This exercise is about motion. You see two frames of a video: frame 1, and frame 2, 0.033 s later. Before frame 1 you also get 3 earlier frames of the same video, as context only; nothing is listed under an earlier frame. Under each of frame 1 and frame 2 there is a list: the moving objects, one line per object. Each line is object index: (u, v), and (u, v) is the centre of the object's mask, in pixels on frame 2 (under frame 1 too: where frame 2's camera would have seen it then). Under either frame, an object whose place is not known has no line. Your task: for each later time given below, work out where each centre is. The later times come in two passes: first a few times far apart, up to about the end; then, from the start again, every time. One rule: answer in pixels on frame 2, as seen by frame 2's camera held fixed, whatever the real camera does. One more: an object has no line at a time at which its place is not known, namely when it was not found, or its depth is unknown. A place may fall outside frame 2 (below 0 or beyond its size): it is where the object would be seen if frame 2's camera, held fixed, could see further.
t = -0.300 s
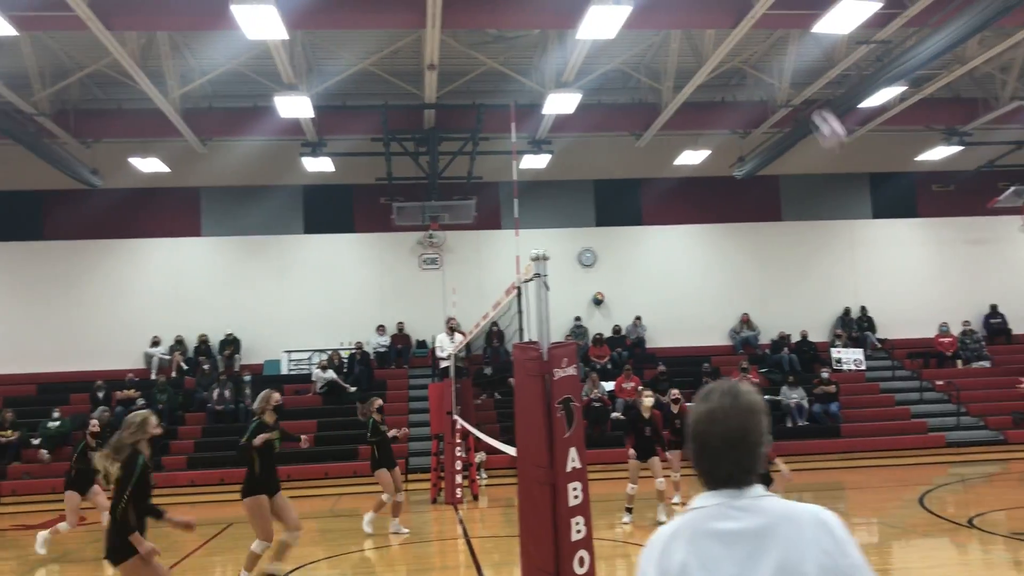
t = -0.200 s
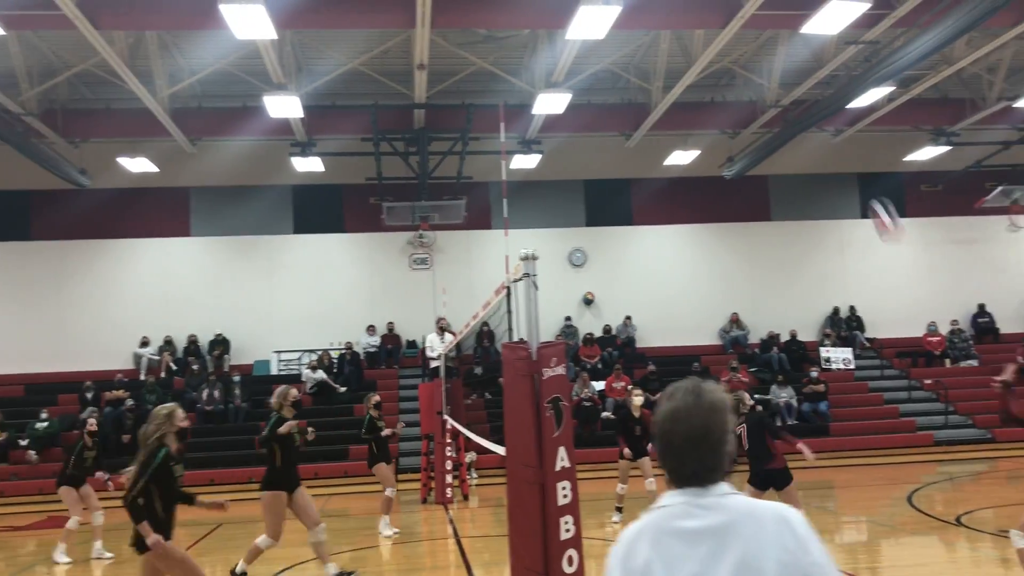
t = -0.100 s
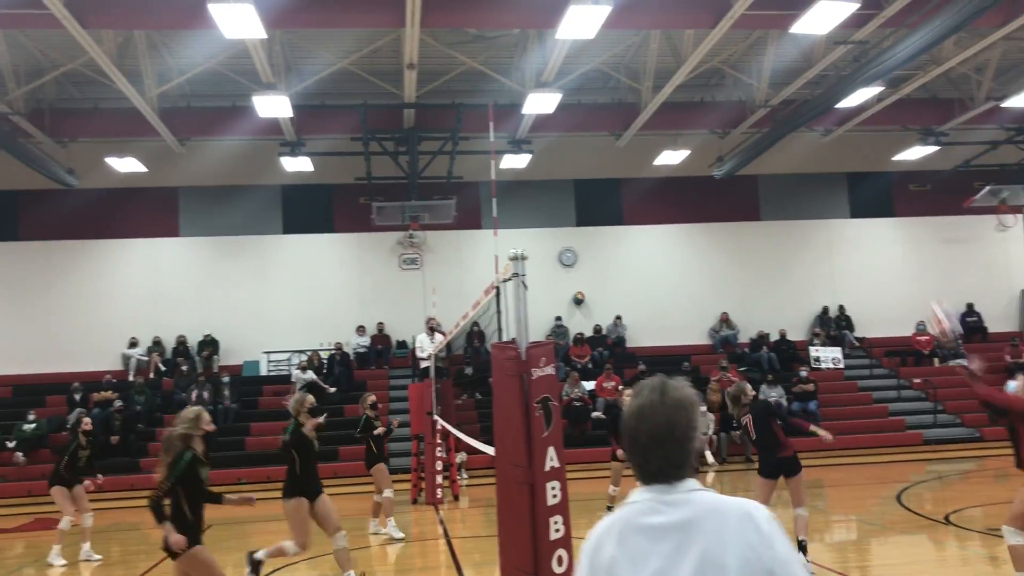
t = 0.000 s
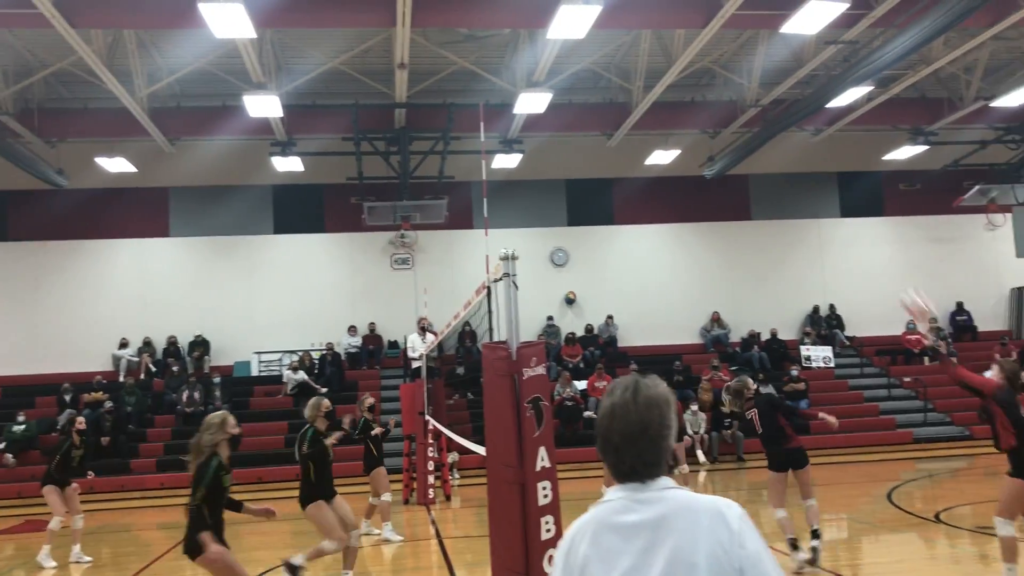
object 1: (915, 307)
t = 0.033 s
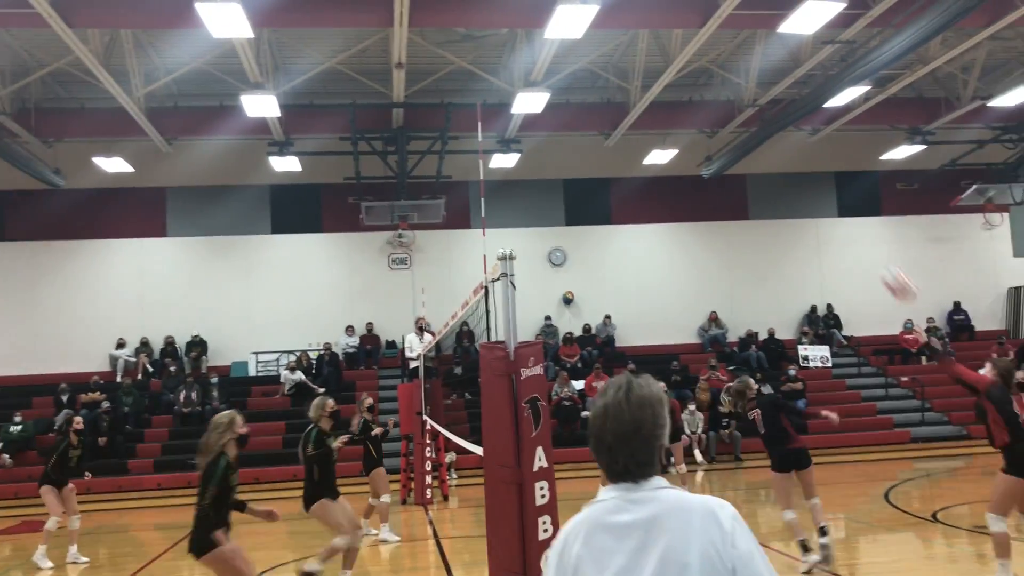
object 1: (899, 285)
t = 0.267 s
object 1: (792, 177)
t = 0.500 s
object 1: (710, 144)
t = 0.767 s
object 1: (639, 173)
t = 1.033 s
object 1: (584, 257)
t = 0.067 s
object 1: (881, 263)
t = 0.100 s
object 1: (864, 244)
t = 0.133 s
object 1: (847, 227)
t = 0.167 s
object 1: (833, 211)
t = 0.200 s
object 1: (818, 198)
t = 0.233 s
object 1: (804, 187)
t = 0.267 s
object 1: (792, 177)
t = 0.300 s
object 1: (779, 168)
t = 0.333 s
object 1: (766, 160)
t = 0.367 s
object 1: (755, 154)
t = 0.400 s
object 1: (743, 150)
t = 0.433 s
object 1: (731, 146)
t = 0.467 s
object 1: (720, 145)
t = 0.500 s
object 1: (710, 144)
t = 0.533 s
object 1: (700, 144)
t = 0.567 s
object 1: (691, 145)
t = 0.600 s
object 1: (683, 146)
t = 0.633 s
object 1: (674, 149)
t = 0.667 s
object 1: (665, 154)
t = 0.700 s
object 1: (654, 160)
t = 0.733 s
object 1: (646, 166)
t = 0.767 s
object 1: (639, 173)
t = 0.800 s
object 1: (632, 180)
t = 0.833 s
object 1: (624, 189)
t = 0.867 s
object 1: (616, 198)
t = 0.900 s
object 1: (610, 209)
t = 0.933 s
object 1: (603, 218)
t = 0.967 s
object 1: (596, 231)
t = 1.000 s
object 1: (590, 243)
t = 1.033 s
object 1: (584, 257)
